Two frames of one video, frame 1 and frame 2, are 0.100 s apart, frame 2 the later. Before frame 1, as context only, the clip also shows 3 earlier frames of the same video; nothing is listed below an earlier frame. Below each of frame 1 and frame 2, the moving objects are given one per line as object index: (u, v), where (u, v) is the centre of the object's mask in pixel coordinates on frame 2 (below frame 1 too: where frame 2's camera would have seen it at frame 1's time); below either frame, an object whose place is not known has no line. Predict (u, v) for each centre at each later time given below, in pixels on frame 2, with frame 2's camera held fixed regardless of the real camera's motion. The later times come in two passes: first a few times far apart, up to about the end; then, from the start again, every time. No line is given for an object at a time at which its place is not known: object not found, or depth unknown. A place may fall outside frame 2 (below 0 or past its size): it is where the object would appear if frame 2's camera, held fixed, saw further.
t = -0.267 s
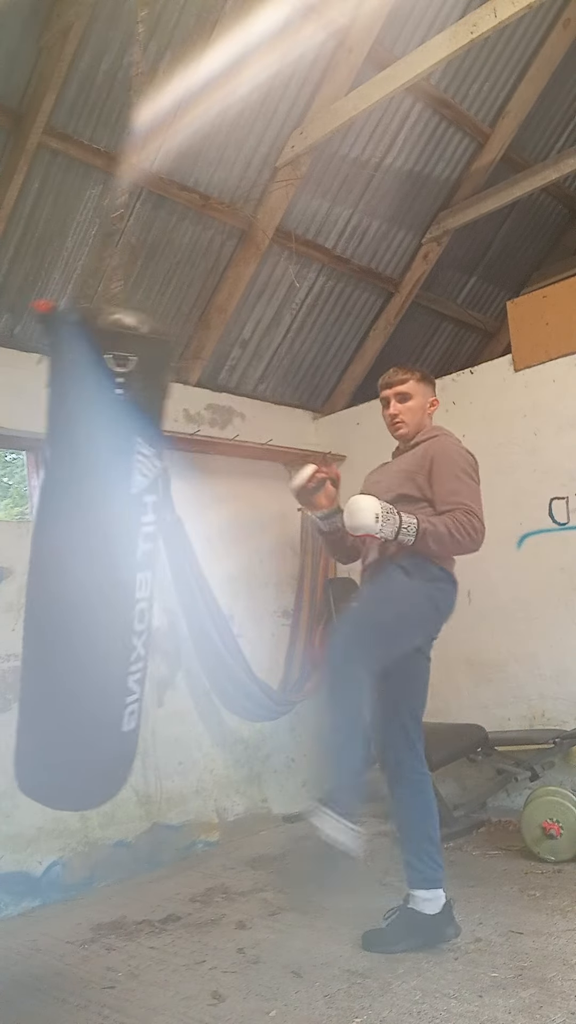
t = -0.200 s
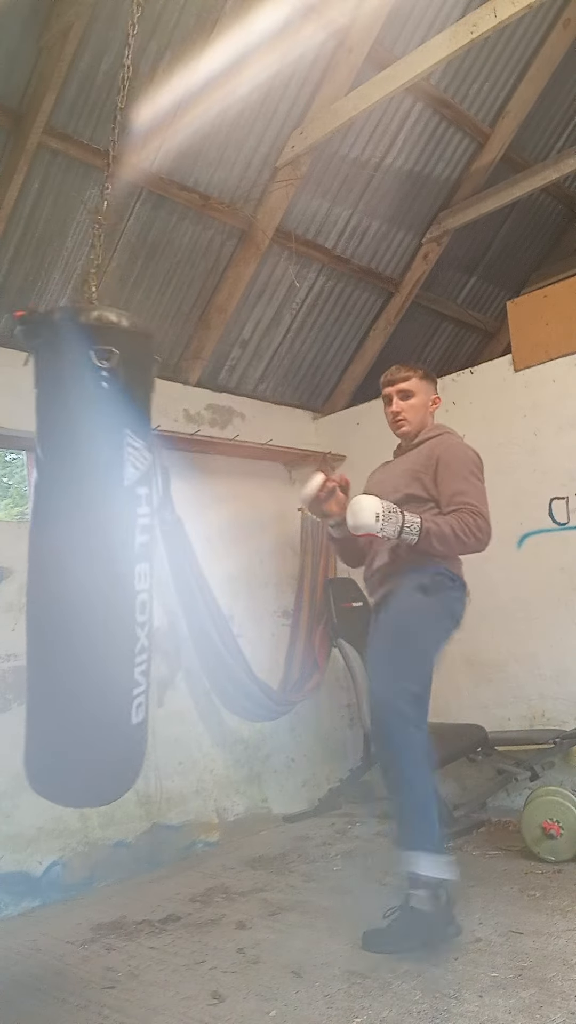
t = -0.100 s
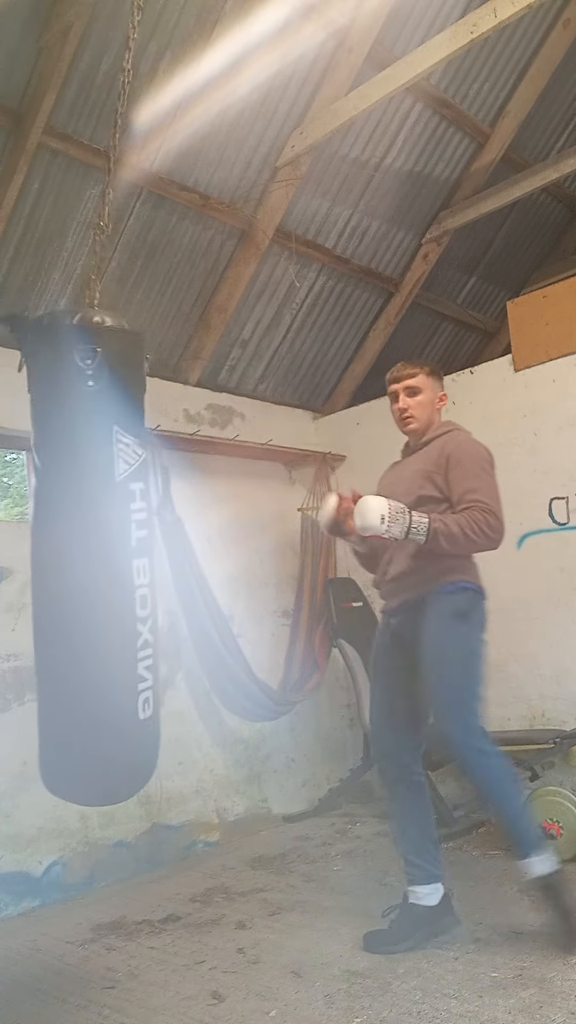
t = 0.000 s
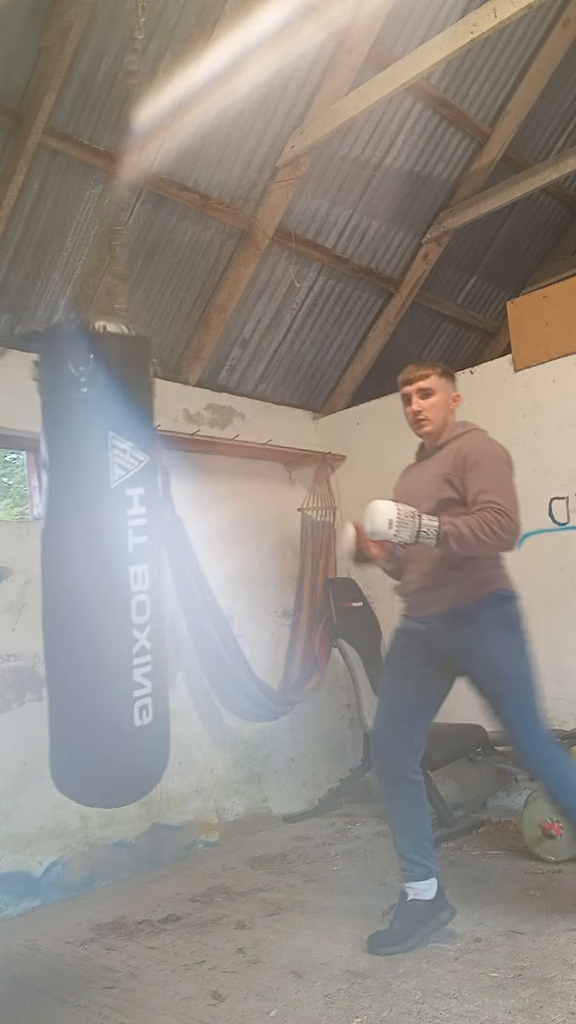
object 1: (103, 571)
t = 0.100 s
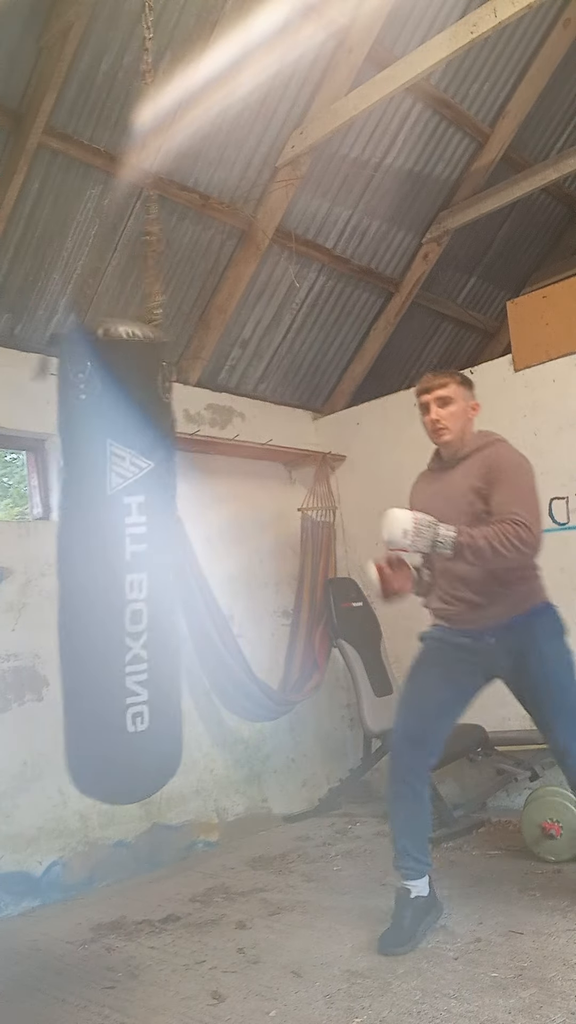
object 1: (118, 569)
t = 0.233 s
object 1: (142, 559)
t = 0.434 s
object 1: (184, 558)
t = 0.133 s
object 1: (123, 566)
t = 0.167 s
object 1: (129, 564)
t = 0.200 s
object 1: (136, 561)
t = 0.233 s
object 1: (142, 559)
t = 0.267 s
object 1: (148, 556)
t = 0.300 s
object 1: (155, 557)
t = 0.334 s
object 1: (161, 557)
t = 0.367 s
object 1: (169, 559)
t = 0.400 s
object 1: (176, 559)
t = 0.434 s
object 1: (184, 558)
